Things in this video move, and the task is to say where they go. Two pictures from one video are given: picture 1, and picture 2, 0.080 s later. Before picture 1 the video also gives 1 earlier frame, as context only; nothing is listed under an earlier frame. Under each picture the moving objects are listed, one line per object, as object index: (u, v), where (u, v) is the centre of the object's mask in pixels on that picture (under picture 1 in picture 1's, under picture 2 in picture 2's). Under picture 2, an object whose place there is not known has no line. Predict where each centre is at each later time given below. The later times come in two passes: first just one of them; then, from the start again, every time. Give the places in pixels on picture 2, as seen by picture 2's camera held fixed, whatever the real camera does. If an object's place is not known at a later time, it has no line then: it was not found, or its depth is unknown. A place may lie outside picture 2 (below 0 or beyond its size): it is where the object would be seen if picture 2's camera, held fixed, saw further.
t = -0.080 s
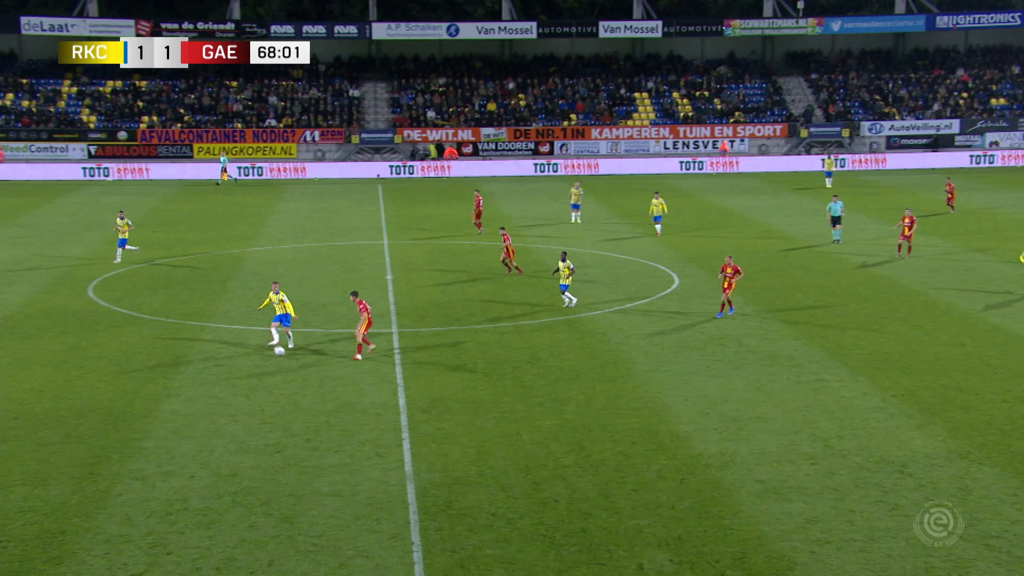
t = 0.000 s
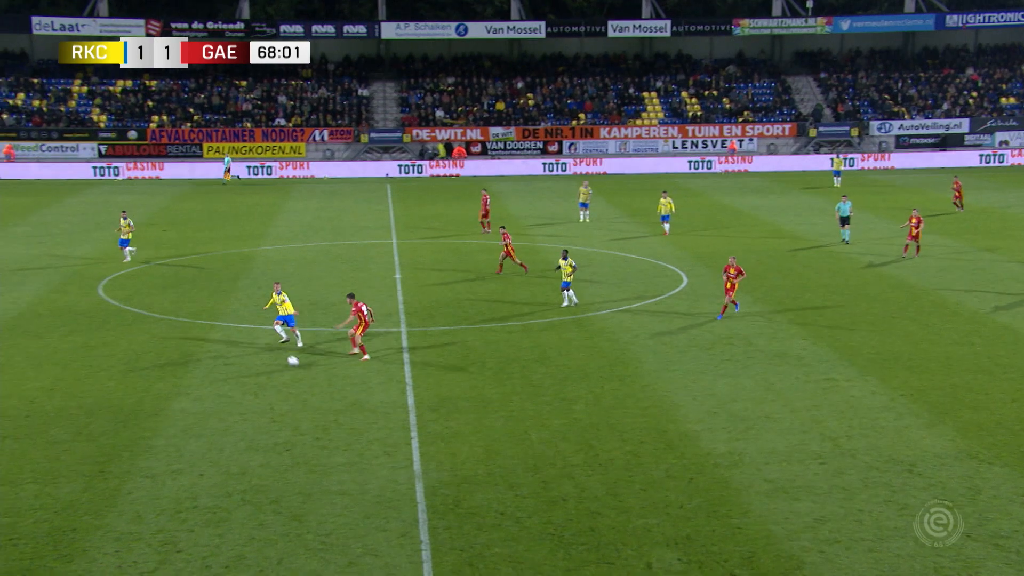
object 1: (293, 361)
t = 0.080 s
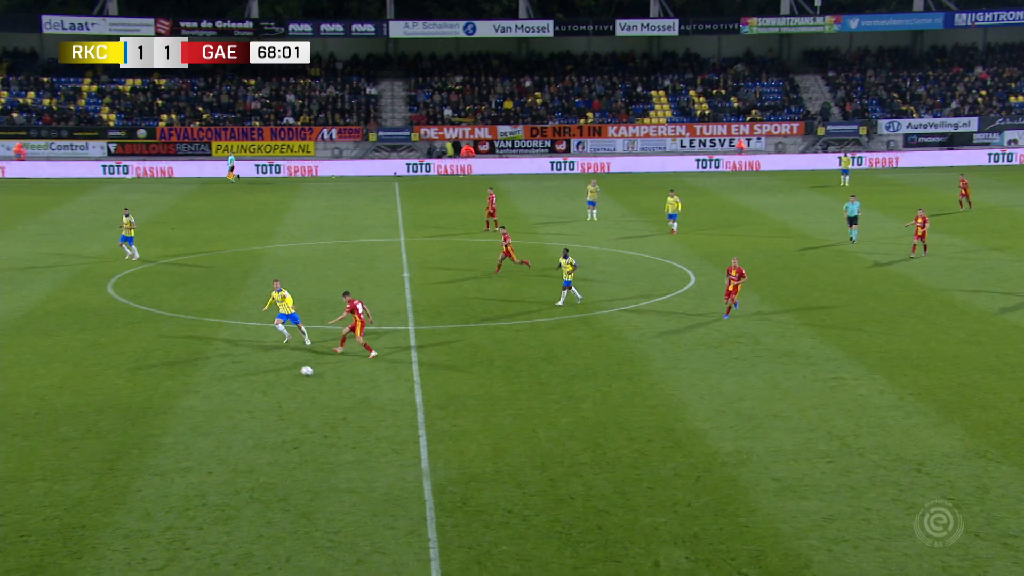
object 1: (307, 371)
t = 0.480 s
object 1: (345, 429)
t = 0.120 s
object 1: (310, 375)
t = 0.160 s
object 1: (313, 380)
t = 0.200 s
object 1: (316, 386)
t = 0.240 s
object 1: (320, 393)
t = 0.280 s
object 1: (324, 400)
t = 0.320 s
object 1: (328, 404)
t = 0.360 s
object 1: (332, 409)
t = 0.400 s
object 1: (336, 416)
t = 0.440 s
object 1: (340, 422)
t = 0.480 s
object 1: (345, 429)
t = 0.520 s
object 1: (349, 434)
